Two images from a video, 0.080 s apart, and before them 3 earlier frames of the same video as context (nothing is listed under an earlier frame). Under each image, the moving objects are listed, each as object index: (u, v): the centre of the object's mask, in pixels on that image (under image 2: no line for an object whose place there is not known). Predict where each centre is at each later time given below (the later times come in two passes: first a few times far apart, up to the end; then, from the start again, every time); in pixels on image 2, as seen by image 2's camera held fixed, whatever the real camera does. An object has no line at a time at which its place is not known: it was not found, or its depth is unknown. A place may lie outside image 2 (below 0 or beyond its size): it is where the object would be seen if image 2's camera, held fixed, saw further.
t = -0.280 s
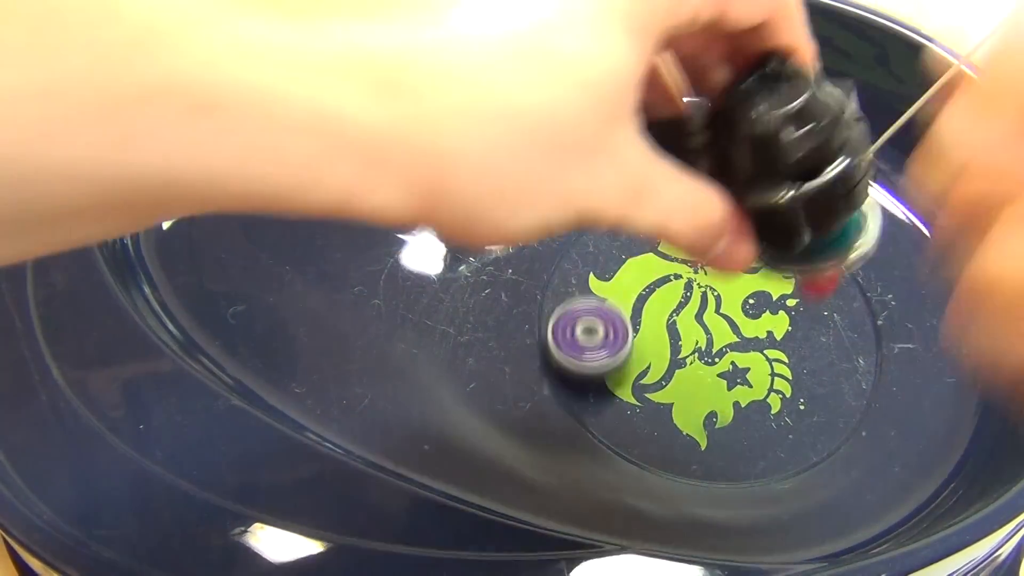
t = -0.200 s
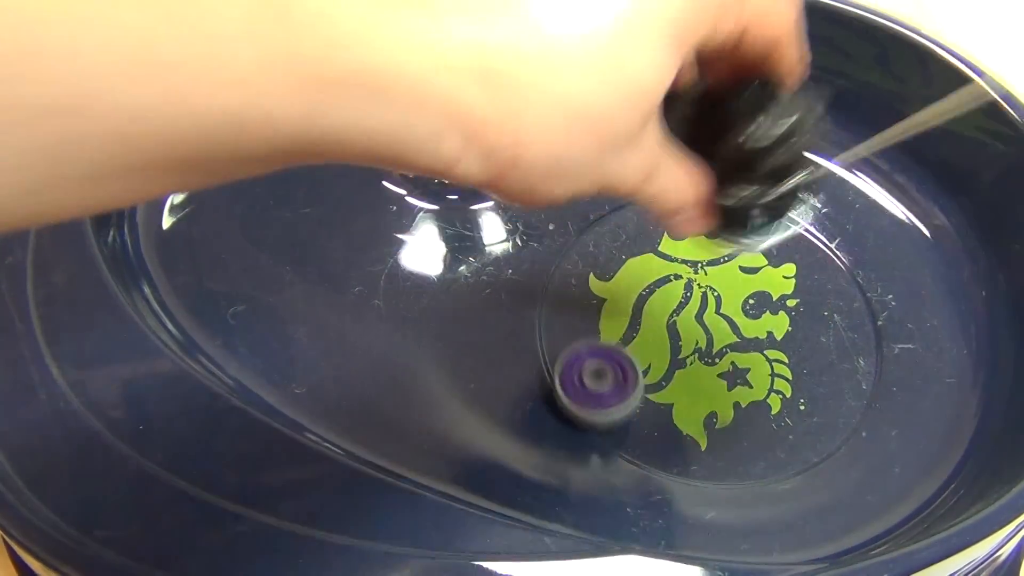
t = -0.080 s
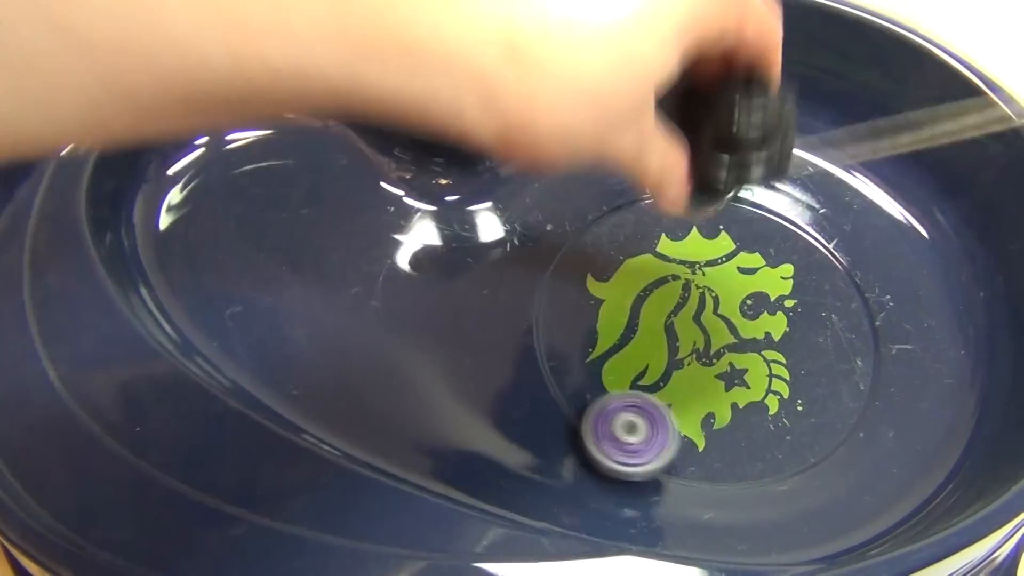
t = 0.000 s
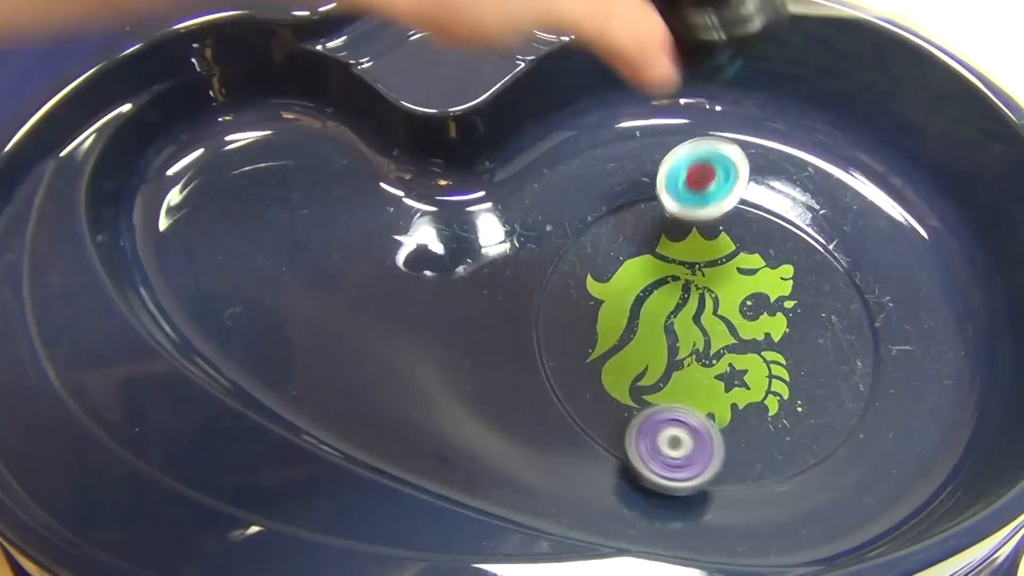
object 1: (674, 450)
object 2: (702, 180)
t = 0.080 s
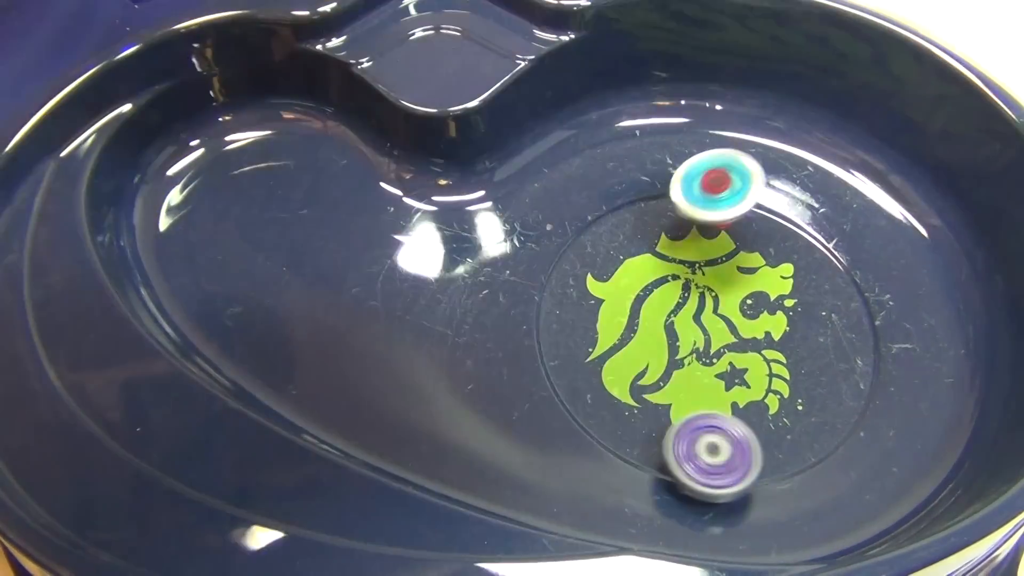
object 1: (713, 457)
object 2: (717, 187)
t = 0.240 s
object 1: (776, 446)
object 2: (735, 253)
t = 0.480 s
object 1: (808, 380)
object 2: (701, 352)
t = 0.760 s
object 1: (737, 298)
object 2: (663, 441)
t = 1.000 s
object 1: (643, 278)
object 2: (686, 396)
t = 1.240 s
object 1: (577, 306)
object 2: (624, 375)
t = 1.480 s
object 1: (555, 310)
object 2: (612, 400)
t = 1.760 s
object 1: (606, 327)
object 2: (611, 400)
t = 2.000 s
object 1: (705, 340)
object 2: (645, 404)
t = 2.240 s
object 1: (762, 316)
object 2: (658, 363)
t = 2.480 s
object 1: (770, 286)
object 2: (655, 309)
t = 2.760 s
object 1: (750, 276)
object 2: (643, 261)
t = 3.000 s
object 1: (727, 291)
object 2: (642, 240)
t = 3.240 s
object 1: (720, 321)
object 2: (660, 240)
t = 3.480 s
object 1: (731, 345)
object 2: (696, 252)
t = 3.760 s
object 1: (740, 352)
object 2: (742, 270)
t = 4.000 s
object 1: (737, 360)
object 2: (771, 278)
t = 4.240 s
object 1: (731, 360)
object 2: (782, 295)
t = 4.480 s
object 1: (711, 351)
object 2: (798, 305)
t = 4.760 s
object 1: (694, 336)
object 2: (786, 315)
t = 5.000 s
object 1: (667, 324)
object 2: (771, 338)
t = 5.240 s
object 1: (660, 324)
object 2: (762, 357)
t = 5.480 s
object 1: (663, 324)
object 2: (741, 364)
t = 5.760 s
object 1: (710, 306)
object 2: (688, 377)
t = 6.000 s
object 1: (743, 320)
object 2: (666, 395)
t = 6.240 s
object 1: (754, 333)
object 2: (677, 427)
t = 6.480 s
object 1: (755, 337)
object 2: (691, 432)
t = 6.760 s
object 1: (749, 340)
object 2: (689, 378)
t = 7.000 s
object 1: (745, 339)
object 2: (640, 337)
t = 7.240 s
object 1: (715, 351)
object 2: (619, 302)
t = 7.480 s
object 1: (700, 363)
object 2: (616, 272)
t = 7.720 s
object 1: (691, 361)
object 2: (630, 250)
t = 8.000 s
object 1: (676, 351)
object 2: (669, 239)
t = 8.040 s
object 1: (674, 350)
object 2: (675, 239)
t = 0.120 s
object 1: (730, 457)
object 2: (727, 191)
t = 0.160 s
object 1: (746, 455)
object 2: (732, 214)
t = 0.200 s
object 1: (761, 451)
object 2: (730, 249)
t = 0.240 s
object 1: (776, 446)
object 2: (735, 253)
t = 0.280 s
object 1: (788, 439)
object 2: (734, 271)
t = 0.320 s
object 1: (798, 430)
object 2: (730, 288)
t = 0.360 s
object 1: (804, 420)
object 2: (724, 305)
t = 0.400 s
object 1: (808, 408)
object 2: (717, 319)
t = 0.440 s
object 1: (810, 395)
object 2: (709, 337)
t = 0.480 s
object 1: (808, 380)
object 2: (701, 352)
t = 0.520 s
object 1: (804, 366)
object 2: (693, 367)
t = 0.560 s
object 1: (798, 353)
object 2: (686, 382)
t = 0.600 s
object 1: (789, 339)
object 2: (679, 398)
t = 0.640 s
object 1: (779, 327)
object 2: (671, 412)
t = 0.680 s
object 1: (767, 316)
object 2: (665, 427)
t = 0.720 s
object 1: (753, 306)
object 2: (661, 437)
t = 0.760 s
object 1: (737, 298)
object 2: (663, 441)
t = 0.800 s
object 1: (722, 290)
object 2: (670, 438)
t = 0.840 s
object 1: (706, 285)
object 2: (680, 428)
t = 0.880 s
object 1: (689, 280)
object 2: (687, 418)
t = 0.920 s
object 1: (673, 278)
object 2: (690, 410)
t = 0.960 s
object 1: (658, 278)
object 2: (690, 402)
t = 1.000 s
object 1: (643, 278)
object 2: (686, 396)
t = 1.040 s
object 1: (628, 280)
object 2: (679, 392)
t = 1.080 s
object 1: (615, 283)
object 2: (670, 388)
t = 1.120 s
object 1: (603, 288)
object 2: (659, 385)
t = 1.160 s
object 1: (592, 293)
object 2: (647, 382)
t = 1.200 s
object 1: (584, 300)
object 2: (635, 378)
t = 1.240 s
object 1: (577, 306)
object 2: (624, 375)
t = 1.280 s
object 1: (570, 304)
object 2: (619, 383)
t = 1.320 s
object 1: (563, 298)
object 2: (618, 397)
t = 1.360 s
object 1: (559, 297)
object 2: (616, 404)
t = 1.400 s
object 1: (556, 300)
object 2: (613, 405)
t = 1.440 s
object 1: (555, 304)
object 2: (612, 403)
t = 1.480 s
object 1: (555, 310)
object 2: (612, 400)
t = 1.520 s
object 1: (555, 316)
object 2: (610, 397)
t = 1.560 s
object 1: (557, 321)
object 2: (608, 394)
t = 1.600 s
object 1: (560, 324)
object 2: (606, 390)
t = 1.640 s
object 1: (562, 326)
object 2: (605, 385)
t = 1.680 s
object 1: (570, 326)
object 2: (605, 385)
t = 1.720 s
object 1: (588, 324)
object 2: (607, 393)
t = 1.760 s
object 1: (606, 327)
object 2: (611, 400)
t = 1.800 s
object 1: (625, 330)
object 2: (616, 406)
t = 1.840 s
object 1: (644, 333)
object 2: (624, 408)
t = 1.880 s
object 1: (662, 335)
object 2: (632, 408)
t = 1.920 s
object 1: (677, 338)
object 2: (637, 409)
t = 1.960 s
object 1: (692, 339)
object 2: (641, 407)
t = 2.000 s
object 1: (705, 340)
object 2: (645, 404)
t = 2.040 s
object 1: (716, 339)
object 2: (648, 400)
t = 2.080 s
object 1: (728, 336)
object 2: (650, 395)
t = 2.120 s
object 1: (738, 331)
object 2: (653, 388)
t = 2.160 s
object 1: (747, 327)
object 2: (655, 380)
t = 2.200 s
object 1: (755, 323)
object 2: (656, 372)
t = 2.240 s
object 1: (762, 316)
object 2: (658, 363)
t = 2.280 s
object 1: (766, 310)
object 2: (659, 354)
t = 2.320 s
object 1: (769, 305)
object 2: (659, 344)
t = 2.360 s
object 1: (771, 299)
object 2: (659, 335)
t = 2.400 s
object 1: (772, 294)
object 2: (658, 327)
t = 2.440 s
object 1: (771, 290)
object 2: (657, 318)
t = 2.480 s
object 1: (770, 286)
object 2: (655, 309)
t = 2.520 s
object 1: (768, 282)
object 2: (653, 301)
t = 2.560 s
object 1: (766, 279)
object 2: (652, 293)
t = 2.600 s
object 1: (763, 278)
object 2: (650, 285)
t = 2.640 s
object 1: (760, 276)
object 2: (648, 279)
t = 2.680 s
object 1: (757, 276)
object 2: (647, 272)
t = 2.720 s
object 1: (754, 275)
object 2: (645, 267)
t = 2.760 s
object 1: (750, 276)
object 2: (643, 261)
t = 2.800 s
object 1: (746, 277)
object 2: (642, 256)
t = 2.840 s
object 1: (742, 278)
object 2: (641, 251)
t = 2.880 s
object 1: (739, 280)
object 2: (640, 247)
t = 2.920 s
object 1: (735, 283)
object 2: (640, 244)
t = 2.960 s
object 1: (730, 286)
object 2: (641, 241)
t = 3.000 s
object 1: (727, 291)
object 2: (642, 240)
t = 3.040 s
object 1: (725, 295)
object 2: (643, 238)
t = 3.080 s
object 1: (722, 300)
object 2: (645, 238)
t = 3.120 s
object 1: (721, 305)
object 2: (648, 237)
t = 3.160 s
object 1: (720, 311)
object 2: (651, 237)
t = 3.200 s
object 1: (720, 316)
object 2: (655, 238)
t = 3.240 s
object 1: (720, 321)
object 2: (660, 240)
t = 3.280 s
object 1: (721, 326)
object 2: (664, 241)
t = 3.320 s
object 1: (723, 331)
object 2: (670, 243)
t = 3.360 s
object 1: (725, 335)
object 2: (676, 245)
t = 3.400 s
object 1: (727, 339)
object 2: (682, 247)
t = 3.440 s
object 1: (729, 342)
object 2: (689, 250)
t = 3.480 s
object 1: (731, 345)
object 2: (696, 252)
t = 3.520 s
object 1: (733, 347)
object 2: (703, 255)
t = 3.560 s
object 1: (736, 349)
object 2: (710, 258)
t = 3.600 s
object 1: (737, 351)
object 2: (717, 260)
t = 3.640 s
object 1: (738, 351)
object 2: (723, 262)
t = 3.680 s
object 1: (739, 352)
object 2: (730, 265)
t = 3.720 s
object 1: (740, 352)
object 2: (736, 268)
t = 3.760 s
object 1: (740, 352)
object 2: (742, 270)
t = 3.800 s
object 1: (740, 354)
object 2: (747, 271)
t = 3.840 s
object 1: (739, 357)
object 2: (753, 271)
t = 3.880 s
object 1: (739, 358)
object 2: (758, 272)
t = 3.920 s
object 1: (738, 359)
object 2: (763, 273)
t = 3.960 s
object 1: (737, 360)
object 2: (767, 275)
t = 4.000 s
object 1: (737, 360)
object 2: (771, 278)
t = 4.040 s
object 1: (736, 360)
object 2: (774, 280)
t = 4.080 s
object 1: (735, 360)
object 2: (776, 282)
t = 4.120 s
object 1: (734, 360)
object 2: (778, 285)
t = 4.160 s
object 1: (733, 360)
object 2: (780, 288)
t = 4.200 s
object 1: (732, 360)
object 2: (781, 292)
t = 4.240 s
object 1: (731, 360)
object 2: (782, 295)
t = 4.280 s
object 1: (726, 359)
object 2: (787, 297)
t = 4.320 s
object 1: (720, 359)
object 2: (790, 300)
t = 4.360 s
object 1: (717, 357)
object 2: (792, 302)
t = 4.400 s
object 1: (715, 356)
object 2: (794, 303)
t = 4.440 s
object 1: (713, 353)
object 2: (796, 304)
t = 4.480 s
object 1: (711, 351)
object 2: (798, 305)
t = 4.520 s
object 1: (709, 348)
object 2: (799, 306)
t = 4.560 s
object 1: (708, 346)
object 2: (800, 307)
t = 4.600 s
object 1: (705, 344)
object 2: (799, 308)
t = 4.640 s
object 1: (702, 342)
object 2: (797, 309)
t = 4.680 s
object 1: (700, 340)
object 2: (794, 311)
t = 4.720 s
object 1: (697, 337)
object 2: (790, 312)
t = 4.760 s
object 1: (694, 336)
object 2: (786, 315)
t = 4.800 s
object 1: (691, 334)
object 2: (781, 318)
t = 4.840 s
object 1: (687, 332)
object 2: (776, 321)
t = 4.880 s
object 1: (684, 330)
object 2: (772, 325)
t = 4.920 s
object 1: (677, 328)
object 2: (772, 330)
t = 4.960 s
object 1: (671, 326)
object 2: (772, 334)
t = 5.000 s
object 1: (667, 324)
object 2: (771, 338)
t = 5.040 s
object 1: (665, 323)
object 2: (770, 342)
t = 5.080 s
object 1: (662, 322)
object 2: (769, 345)
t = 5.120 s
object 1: (661, 323)
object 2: (768, 348)
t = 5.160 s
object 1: (660, 323)
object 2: (766, 351)
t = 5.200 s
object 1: (660, 324)
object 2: (764, 354)
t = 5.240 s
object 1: (660, 324)
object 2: (762, 357)
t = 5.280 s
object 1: (660, 325)
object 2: (759, 359)
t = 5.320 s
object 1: (660, 325)
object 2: (756, 360)
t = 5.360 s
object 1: (661, 326)
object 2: (752, 362)
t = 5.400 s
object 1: (662, 326)
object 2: (749, 363)
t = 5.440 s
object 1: (662, 326)
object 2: (745, 364)
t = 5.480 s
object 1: (663, 324)
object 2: (741, 364)
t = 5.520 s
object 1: (662, 324)
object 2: (736, 364)
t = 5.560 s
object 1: (663, 322)
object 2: (731, 364)
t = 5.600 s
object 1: (664, 320)
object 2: (727, 365)
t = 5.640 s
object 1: (668, 315)
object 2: (719, 366)
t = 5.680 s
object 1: (677, 309)
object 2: (711, 367)
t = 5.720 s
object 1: (697, 303)
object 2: (699, 371)
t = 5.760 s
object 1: (710, 306)
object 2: (688, 377)
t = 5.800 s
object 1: (719, 307)
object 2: (677, 380)
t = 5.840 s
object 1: (728, 307)
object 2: (669, 382)
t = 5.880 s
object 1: (735, 310)
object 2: (664, 384)
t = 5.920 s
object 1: (739, 313)
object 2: (662, 386)
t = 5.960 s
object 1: (741, 317)
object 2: (663, 389)
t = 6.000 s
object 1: (743, 320)
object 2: (666, 395)
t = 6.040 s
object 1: (745, 324)
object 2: (668, 401)
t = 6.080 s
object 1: (748, 326)
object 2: (670, 407)
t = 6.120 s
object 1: (750, 329)
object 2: (672, 413)
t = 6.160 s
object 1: (751, 331)
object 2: (674, 418)
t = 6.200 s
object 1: (753, 332)
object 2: (675, 423)
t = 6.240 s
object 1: (754, 333)
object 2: (677, 427)
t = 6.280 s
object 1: (755, 334)
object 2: (679, 430)
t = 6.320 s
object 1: (755, 335)
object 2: (681, 433)
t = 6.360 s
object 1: (756, 336)
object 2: (684, 435)
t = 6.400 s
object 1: (756, 337)
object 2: (686, 436)
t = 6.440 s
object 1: (756, 337)
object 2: (689, 435)
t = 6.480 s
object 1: (755, 337)
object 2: (691, 432)
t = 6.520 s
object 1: (754, 338)
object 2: (693, 427)
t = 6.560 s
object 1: (753, 338)
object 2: (694, 420)
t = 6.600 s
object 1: (751, 339)
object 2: (695, 413)
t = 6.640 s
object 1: (750, 340)
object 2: (694, 405)
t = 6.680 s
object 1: (749, 340)
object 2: (693, 397)
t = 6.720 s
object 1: (749, 340)
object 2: (692, 388)
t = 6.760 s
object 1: (749, 340)
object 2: (689, 378)
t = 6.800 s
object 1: (752, 339)
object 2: (678, 373)
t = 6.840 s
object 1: (754, 339)
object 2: (667, 364)
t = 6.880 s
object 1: (754, 338)
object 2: (658, 357)
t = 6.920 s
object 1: (752, 338)
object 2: (652, 350)
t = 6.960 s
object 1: (749, 338)
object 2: (645, 343)
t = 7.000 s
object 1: (745, 339)
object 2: (640, 337)
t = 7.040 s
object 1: (740, 340)
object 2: (635, 331)
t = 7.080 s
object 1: (734, 342)
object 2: (631, 325)
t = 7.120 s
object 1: (729, 344)
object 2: (627, 319)
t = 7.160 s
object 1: (724, 346)
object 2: (623, 313)
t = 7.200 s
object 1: (719, 348)
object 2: (621, 307)
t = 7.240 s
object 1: (715, 351)
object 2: (619, 302)
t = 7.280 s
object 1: (711, 354)
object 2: (617, 296)
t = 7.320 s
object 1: (708, 356)
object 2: (616, 291)
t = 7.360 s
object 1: (706, 358)
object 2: (615, 286)
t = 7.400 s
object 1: (703, 360)
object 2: (615, 281)
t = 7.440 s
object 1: (702, 362)
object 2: (615, 277)
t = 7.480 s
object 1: (700, 363)
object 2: (616, 272)
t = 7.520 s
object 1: (699, 363)
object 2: (617, 268)
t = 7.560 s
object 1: (698, 363)
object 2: (618, 264)
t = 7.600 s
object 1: (696, 363)
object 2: (620, 260)
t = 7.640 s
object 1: (695, 363)
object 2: (623, 256)
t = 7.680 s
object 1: (693, 362)
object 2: (627, 252)
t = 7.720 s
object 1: (691, 361)
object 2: (630, 250)
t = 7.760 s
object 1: (689, 359)
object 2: (635, 247)
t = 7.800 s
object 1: (687, 358)
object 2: (640, 244)
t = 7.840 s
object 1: (685, 356)
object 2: (645, 242)
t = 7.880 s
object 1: (683, 355)
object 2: (650, 241)
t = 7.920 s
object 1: (680, 354)
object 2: (656, 240)
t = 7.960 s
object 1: (678, 352)
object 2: (663, 239)
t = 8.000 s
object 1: (676, 351)
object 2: (669, 239)
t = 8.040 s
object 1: (674, 350)
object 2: (675, 239)
